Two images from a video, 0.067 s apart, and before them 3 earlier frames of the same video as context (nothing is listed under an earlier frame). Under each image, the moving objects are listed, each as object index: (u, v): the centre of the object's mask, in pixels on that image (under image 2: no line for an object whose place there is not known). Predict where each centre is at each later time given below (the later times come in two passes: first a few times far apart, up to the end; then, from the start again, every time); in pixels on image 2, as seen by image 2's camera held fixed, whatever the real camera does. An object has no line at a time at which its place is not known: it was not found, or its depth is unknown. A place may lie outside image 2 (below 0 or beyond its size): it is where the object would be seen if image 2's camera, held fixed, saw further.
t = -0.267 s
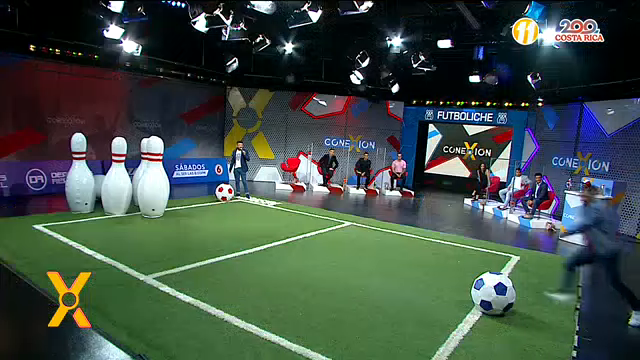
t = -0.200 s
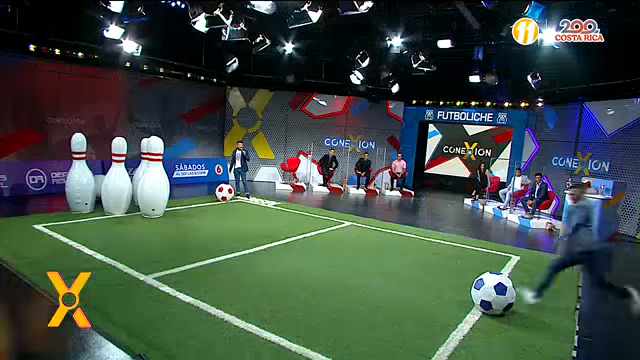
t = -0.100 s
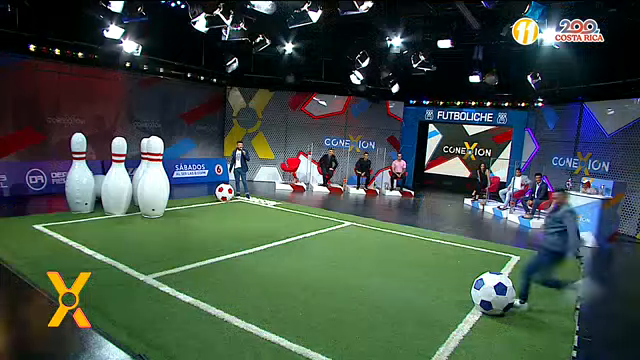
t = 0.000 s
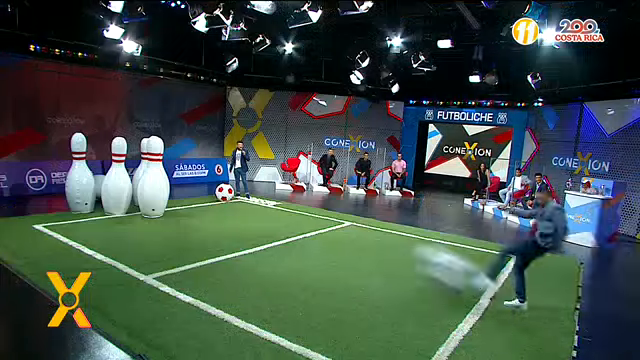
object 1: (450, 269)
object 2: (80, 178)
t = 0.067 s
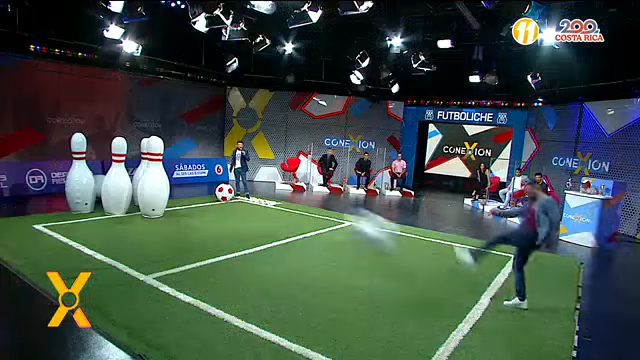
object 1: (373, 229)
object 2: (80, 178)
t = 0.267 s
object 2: (80, 178)
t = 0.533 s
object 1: (91, 141)
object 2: (79, 179)
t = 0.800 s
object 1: (44, 141)
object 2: (51, 191)
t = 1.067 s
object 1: (10, 166)
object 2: (40, 187)
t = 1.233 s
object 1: (13, 170)
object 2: (37, 189)
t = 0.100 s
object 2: (80, 178)
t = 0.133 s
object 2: (80, 178)
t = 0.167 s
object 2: (80, 178)
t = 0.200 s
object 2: (80, 178)
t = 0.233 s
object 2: (80, 178)
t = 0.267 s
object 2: (80, 178)
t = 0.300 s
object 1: (191, 156)
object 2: (80, 178)
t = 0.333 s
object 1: (178, 152)
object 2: (80, 178)
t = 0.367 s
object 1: (162, 149)
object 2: (80, 178)
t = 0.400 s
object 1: (136, 145)
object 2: (80, 178)
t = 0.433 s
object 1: (126, 143)
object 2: (80, 178)
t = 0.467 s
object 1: (111, 143)
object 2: (80, 178)
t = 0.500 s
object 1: (99, 141)
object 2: (80, 178)
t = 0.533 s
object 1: (91, 141)
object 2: (79, 179)
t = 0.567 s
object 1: (82, 141)
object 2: (78, 185)
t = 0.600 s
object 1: (76, 140)
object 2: (71, 180)
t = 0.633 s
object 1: (70, 139)
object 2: (67, 181)
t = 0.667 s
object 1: (64, 138)
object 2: (62, 182)
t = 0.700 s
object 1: (59, 138)
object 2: (58, 183)
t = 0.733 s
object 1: (53, 139)
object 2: (56, 185)
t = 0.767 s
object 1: (48, 140)
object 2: (52, 188)
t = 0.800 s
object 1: (44, 141)
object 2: (51, 191)
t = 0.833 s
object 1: (39, 144)
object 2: (50, 194)
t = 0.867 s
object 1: (34, 146)
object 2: (48, 197)
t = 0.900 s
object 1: (30, 148)
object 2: (47, 195)
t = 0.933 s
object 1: (25, 152)
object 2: (46, 192)
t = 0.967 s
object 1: (21, 155)
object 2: (44, 191)
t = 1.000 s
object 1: (17, 158)
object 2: (44, 189)
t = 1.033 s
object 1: (11, 163)
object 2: (42, 188)
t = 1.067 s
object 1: (10, 166)
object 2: (40, 187)
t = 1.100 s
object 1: (10, 167)
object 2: (39, 187)
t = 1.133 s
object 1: (11, 167)
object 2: (39, 187)
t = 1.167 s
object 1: (11, 167)
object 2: (38, 187)
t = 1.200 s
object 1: (12, 168)
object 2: (37, 188)
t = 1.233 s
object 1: (13, 170)
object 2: (37, 189)
